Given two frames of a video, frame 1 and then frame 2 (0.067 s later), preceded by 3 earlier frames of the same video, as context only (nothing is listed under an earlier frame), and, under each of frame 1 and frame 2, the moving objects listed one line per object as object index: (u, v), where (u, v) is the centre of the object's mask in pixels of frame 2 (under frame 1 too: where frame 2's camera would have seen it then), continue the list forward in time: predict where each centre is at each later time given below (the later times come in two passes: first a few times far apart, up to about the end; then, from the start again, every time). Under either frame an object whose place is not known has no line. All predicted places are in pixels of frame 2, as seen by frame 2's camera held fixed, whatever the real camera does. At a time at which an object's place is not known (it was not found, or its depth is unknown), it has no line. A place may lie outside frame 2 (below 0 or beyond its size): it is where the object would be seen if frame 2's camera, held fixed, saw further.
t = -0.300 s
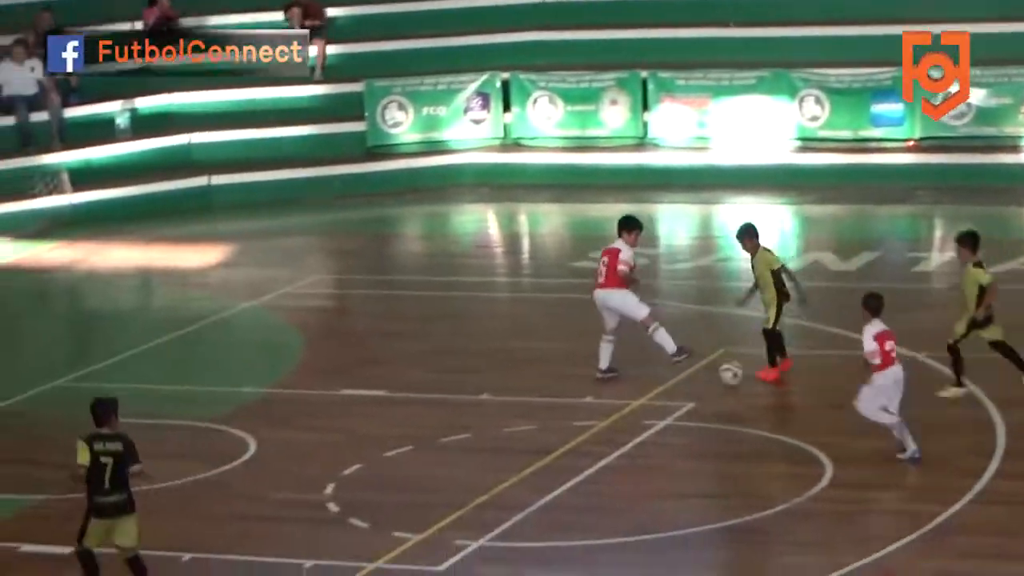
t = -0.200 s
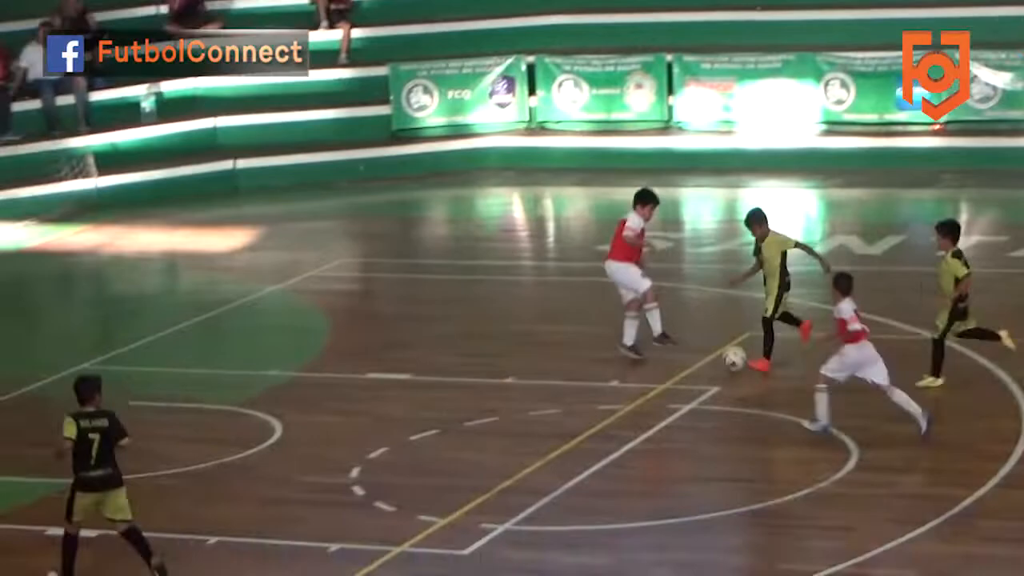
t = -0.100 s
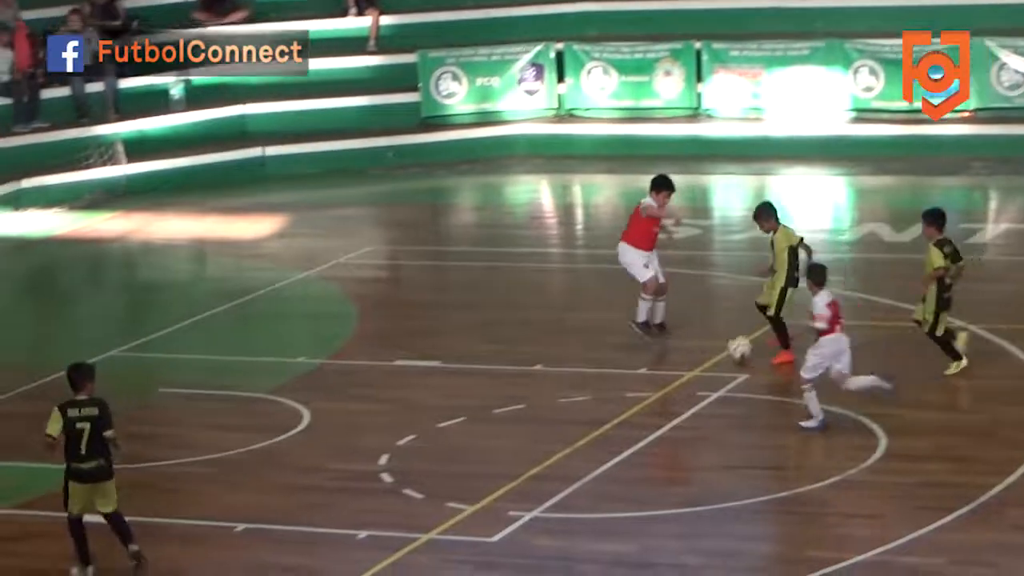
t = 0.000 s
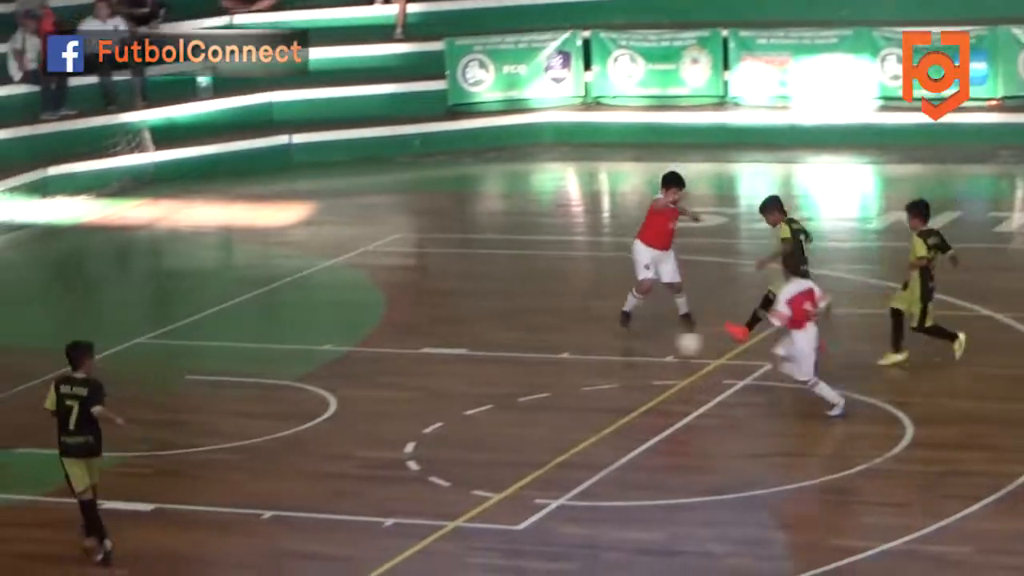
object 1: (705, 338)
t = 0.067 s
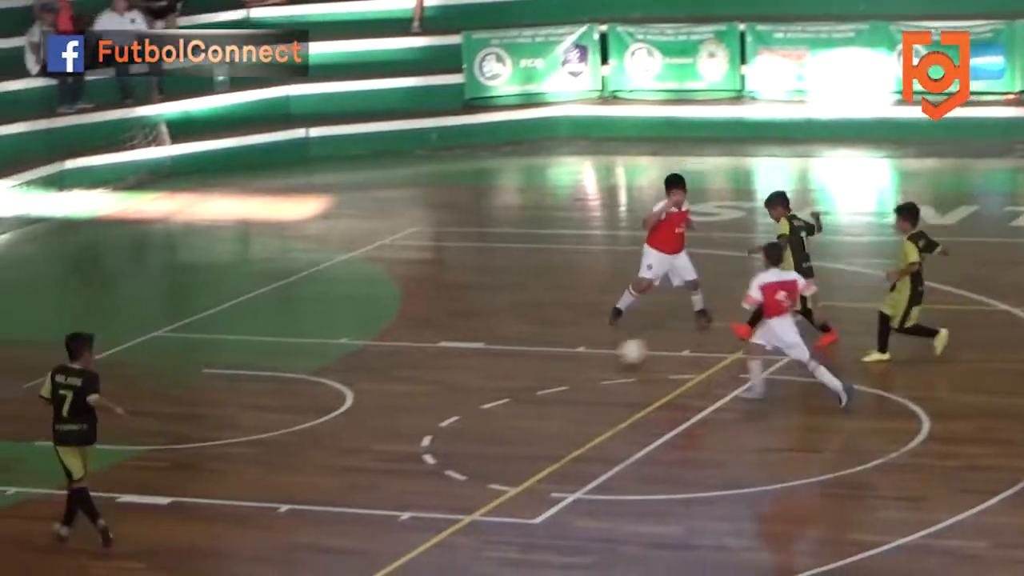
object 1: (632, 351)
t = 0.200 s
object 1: (492, 373)
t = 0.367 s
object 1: (326, 399)
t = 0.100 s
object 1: (595, 357)
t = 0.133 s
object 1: (562, 362)
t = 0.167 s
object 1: (527, 367)
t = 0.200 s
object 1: (492, 373)
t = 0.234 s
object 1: (458, 376)
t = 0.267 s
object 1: (424, 382)
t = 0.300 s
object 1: (390, 387)
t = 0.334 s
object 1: (359, 392)
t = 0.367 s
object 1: (326, 399)
